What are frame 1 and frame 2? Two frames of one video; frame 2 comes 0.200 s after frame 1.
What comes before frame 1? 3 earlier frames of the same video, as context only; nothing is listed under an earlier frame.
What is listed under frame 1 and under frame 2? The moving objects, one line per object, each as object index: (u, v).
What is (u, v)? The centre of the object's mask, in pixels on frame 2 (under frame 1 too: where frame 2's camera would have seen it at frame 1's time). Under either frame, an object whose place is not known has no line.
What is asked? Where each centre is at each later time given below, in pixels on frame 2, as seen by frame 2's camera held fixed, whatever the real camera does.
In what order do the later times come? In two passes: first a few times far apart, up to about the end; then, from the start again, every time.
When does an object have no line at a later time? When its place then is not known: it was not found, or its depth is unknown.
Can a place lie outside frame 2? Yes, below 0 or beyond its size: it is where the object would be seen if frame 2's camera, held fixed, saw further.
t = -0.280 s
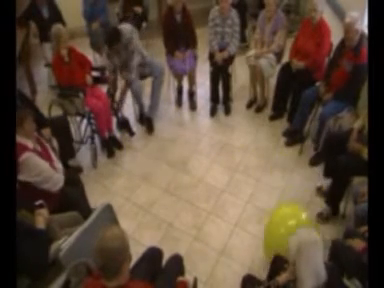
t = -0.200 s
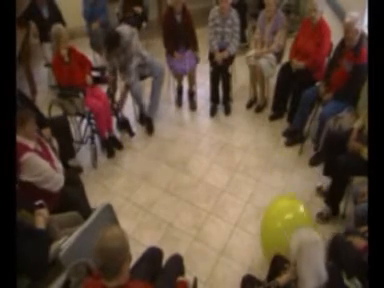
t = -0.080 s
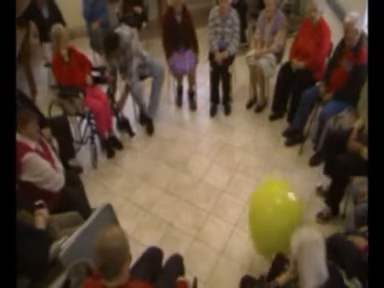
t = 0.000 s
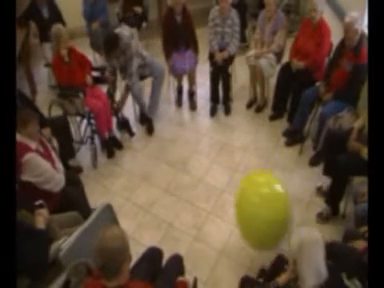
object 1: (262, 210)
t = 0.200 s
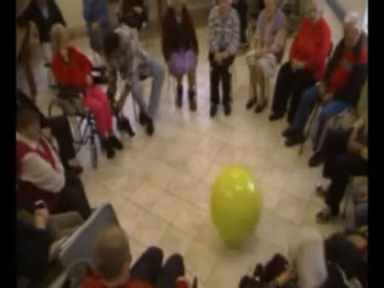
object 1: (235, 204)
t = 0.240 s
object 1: (232, 197)
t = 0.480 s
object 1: (214, 193)
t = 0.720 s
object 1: (197, 178)
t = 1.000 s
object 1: (180, 171)
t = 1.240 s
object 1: (166, 166)
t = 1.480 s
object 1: (152, 160)
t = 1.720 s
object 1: (139, 154)
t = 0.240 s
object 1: (232, 197)
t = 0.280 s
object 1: (229, 192)
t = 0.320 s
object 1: (226, 189)
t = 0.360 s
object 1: (223, 188)
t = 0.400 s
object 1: (219, 188)
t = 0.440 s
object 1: (216, 189)
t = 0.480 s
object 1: (214, 193)
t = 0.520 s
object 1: (211, 194)
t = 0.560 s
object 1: (208, 188)
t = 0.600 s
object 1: (205, 182)
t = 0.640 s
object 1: (202, 179)
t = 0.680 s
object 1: (200, 178)
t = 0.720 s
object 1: (197, 178)
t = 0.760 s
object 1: (195, 179)
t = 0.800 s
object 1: (193, 182)
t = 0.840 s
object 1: (190, 182)
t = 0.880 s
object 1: (187, 177)
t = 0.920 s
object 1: (185, 174)
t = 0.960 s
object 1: (182, 172)
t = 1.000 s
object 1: (180, 171)
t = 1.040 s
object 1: (178, 172)
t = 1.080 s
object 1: (176, 174)
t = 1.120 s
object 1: (173, 174)
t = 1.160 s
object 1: (171, 170)
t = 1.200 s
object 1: (168, 167)
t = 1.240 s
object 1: (166, 166)
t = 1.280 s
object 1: (165, 166)
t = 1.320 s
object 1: (162, 167)
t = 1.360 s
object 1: (160, 167)
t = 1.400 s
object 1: (157, 165)
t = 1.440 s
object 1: (155, 162)
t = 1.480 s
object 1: (152, 160)
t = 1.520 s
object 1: (150, 161)
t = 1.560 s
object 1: (149, 161)
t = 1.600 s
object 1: (146, 160)
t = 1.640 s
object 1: (144, 157)
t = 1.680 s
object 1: (141, 155)
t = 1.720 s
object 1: (139, 154)
